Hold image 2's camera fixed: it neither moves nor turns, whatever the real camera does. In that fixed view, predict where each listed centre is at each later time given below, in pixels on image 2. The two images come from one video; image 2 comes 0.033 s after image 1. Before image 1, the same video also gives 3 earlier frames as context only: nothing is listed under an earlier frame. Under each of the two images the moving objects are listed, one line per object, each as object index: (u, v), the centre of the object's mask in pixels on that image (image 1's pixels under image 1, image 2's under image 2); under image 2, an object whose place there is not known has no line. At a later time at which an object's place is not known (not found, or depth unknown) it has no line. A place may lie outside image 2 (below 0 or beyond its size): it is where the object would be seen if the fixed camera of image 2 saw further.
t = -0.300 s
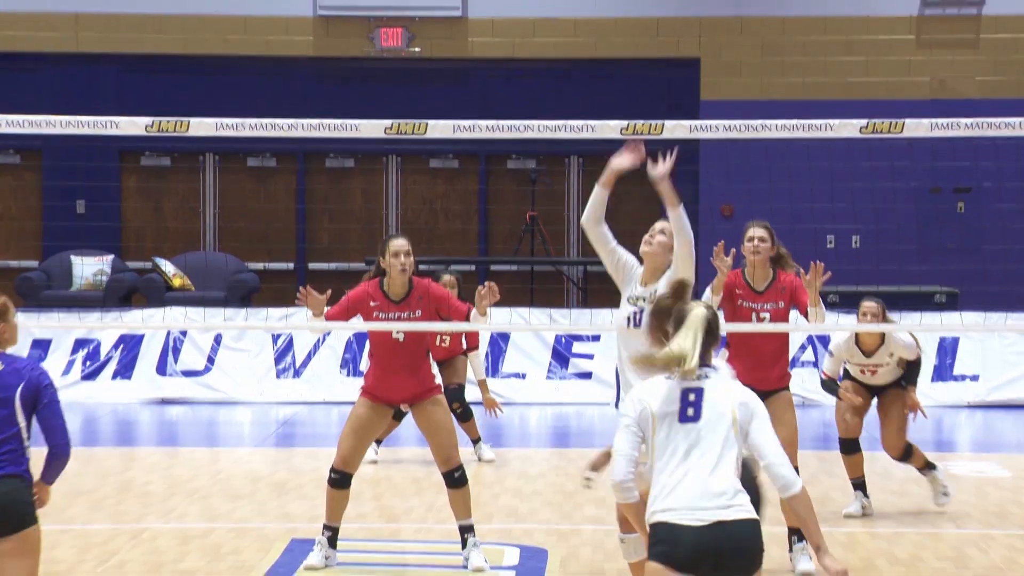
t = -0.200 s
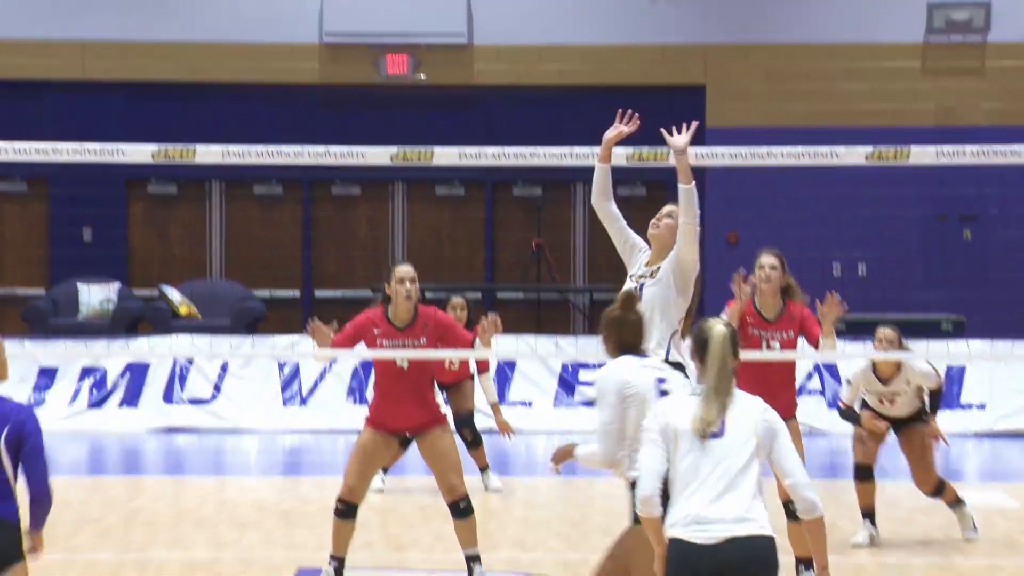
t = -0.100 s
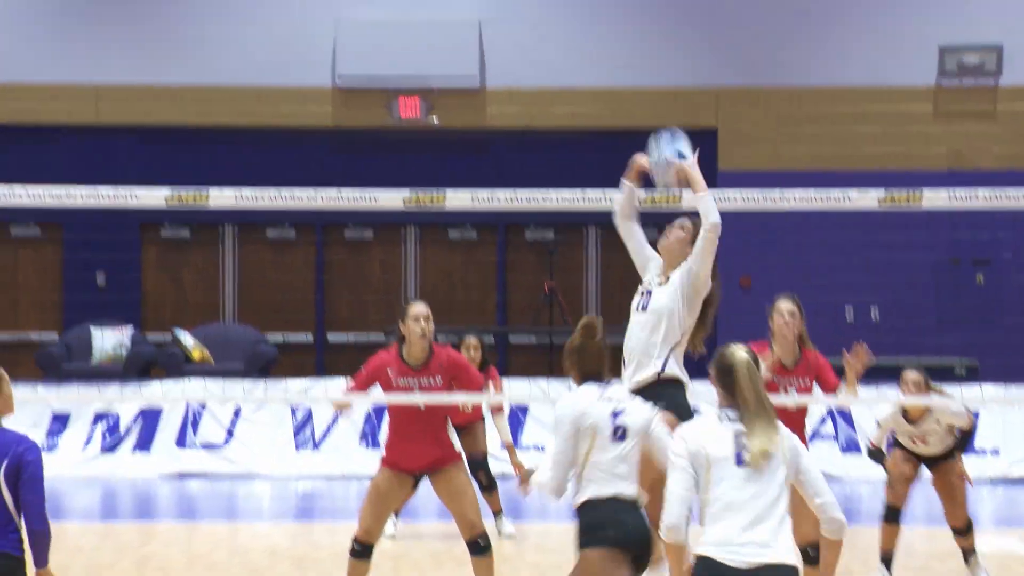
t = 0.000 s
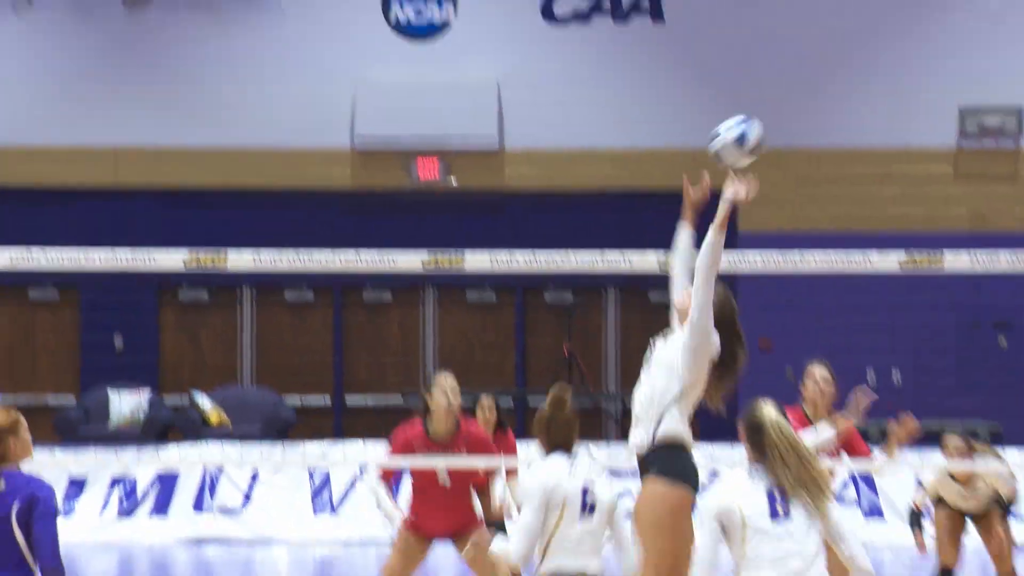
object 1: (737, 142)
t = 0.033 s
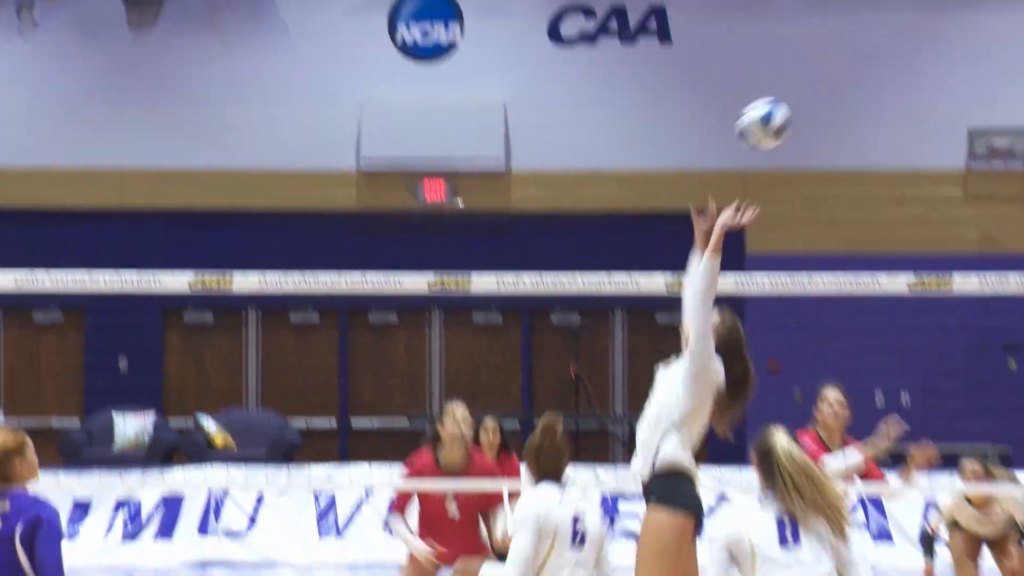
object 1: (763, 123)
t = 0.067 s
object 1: (781, 88)
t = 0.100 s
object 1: (801, 54)
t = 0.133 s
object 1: (821, 23)
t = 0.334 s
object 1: (957, -118)
